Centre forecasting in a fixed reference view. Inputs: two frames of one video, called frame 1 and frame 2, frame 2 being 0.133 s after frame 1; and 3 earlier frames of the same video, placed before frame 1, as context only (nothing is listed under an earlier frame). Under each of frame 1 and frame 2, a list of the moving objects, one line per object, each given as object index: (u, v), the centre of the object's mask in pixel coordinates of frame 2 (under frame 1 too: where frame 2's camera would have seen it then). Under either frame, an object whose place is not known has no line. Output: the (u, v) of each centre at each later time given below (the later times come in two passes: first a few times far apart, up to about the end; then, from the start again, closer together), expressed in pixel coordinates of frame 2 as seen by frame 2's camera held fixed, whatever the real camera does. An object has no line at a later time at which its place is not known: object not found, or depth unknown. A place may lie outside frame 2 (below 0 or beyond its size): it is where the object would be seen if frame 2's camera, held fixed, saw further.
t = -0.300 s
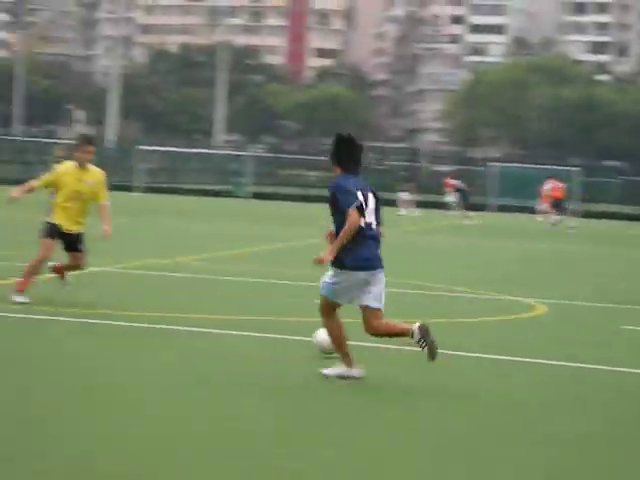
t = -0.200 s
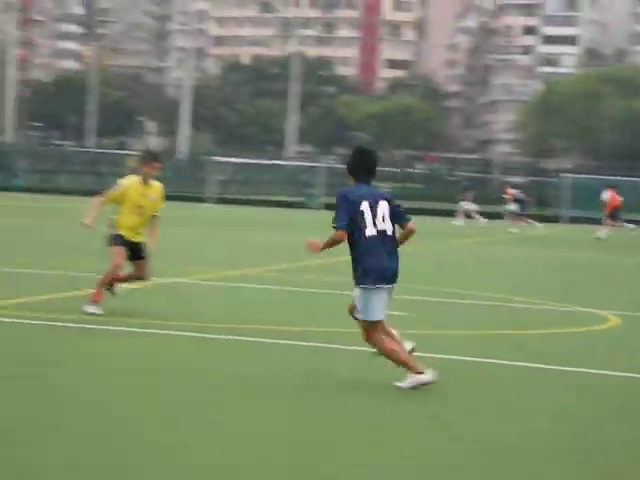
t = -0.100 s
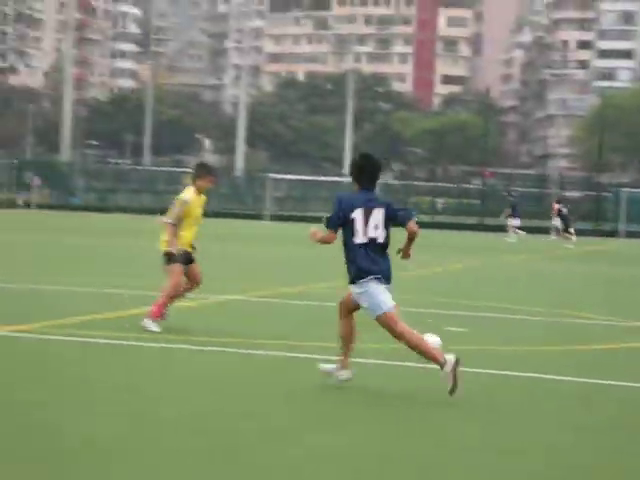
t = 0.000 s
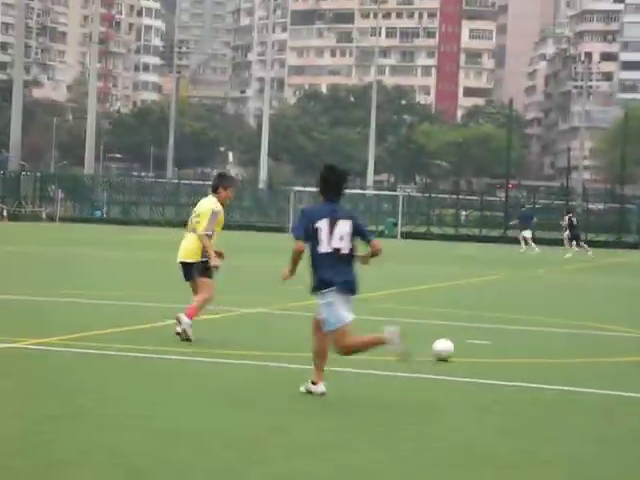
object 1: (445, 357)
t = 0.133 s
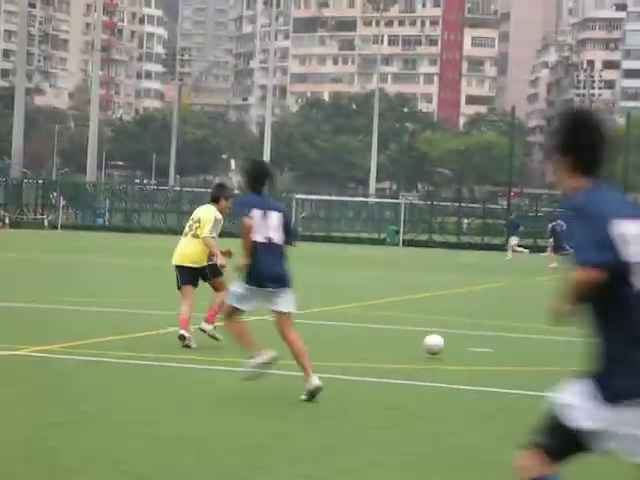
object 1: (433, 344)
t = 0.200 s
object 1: (428, 341)
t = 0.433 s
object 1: (414, 330)
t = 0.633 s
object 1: (403, 321)
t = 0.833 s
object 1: (393, 315)
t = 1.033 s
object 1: (383, 309)
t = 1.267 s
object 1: (373, 303)
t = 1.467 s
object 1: (365, 299)
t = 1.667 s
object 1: (359, 296)
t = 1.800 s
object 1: (355, 295)
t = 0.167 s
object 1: (430, 344)
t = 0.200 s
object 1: (428, 341)
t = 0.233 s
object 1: (425, 337)
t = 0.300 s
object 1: (422, 334)
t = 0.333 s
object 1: (419, 334)
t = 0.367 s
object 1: (417, 332)
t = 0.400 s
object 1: (416, 330)
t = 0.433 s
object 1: (414, 330)
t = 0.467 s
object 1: (413, 328)
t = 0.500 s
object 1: (411, 325)
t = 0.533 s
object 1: (409, 324)
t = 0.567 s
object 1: (407, 324)
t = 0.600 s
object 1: (404, 323)
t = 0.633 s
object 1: (403, 321)
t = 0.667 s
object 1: (401, 321)
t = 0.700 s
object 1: (399, 320)
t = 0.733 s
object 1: (398, 318)
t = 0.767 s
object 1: (396, 317)
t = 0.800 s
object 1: (394, 317)
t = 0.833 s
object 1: (393, 315)
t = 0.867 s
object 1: (391, 313)
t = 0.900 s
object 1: (389, 312)
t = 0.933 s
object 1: (387, 312)
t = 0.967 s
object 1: (386, 312)
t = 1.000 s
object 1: (384, 310)
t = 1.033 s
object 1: (383, 309)
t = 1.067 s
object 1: (381, 309)
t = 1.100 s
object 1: (380, 308)
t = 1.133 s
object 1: (378, 305)
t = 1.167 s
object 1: (377, 305)
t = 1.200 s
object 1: (375, 305)
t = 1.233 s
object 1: (374, 305)
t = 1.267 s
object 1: (373, 303)
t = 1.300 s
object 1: (372, 302)
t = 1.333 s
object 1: (371, 302)
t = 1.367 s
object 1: (370, 303)
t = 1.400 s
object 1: (368, 301)
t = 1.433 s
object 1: (367, 299)
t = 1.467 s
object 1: (365, 299)
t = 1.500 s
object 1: (364, 300)
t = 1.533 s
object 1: (363, 299)
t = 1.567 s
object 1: (362, 298)
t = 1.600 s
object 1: (361, 298)
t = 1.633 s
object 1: (360, 297)
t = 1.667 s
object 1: (359, 296)
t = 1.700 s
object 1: (358, 296)
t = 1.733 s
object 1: (357, 295)
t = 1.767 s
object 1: (356, 295)
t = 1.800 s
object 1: (355, 295)
